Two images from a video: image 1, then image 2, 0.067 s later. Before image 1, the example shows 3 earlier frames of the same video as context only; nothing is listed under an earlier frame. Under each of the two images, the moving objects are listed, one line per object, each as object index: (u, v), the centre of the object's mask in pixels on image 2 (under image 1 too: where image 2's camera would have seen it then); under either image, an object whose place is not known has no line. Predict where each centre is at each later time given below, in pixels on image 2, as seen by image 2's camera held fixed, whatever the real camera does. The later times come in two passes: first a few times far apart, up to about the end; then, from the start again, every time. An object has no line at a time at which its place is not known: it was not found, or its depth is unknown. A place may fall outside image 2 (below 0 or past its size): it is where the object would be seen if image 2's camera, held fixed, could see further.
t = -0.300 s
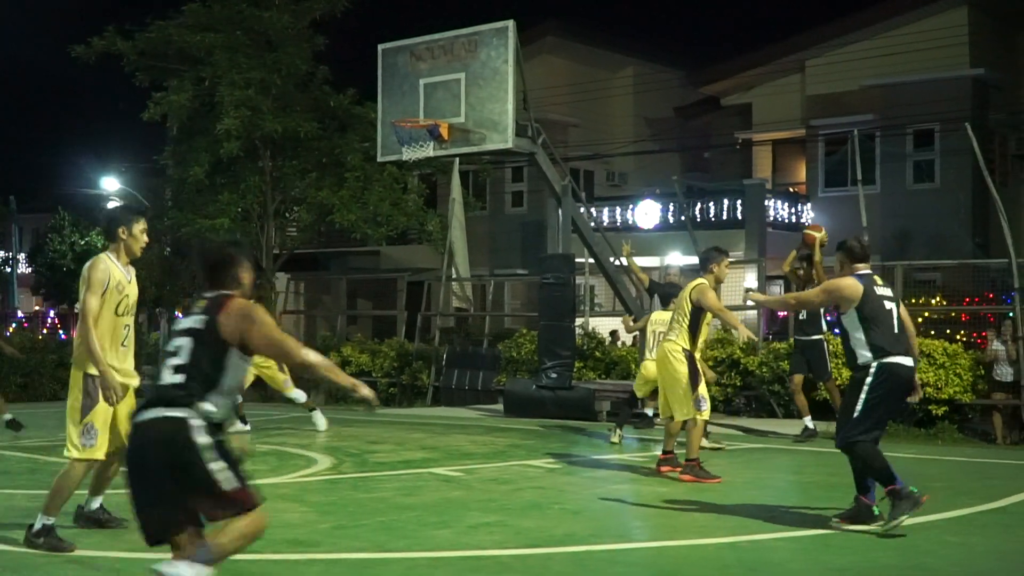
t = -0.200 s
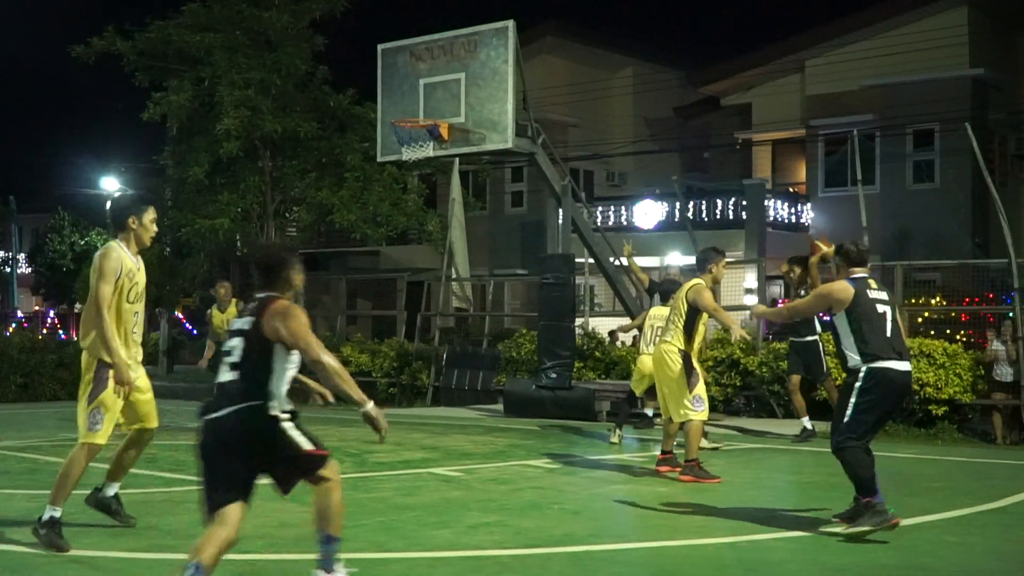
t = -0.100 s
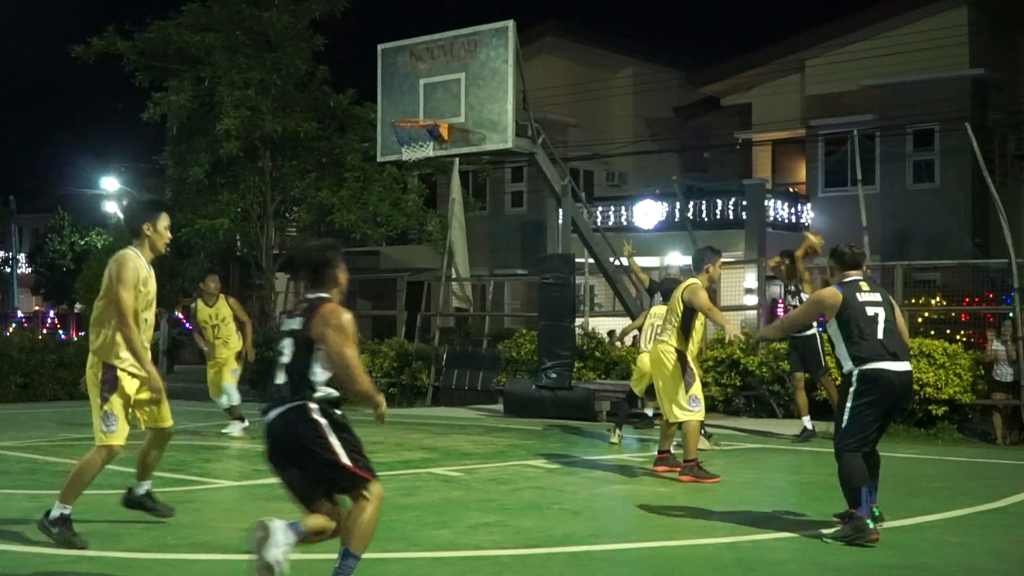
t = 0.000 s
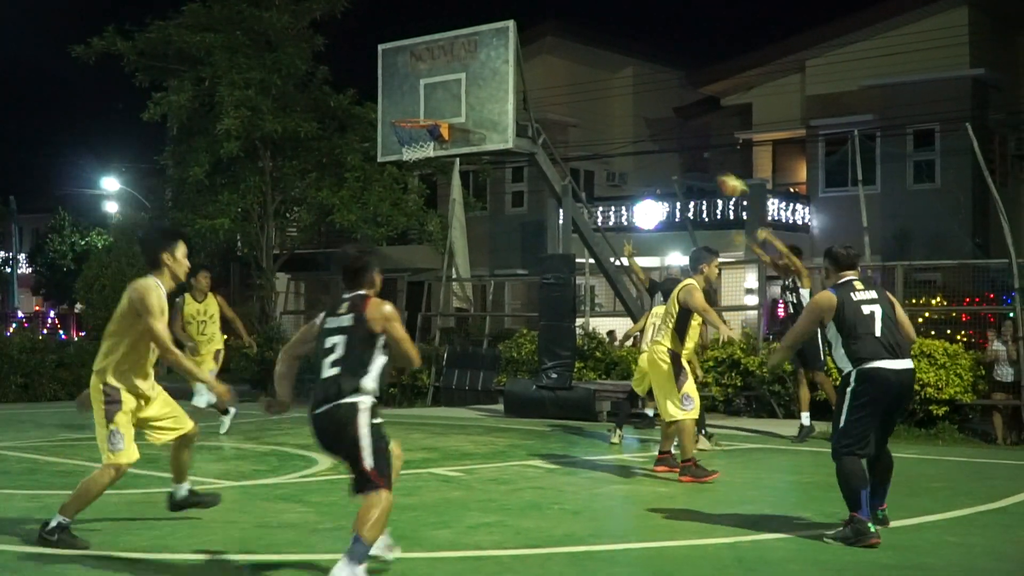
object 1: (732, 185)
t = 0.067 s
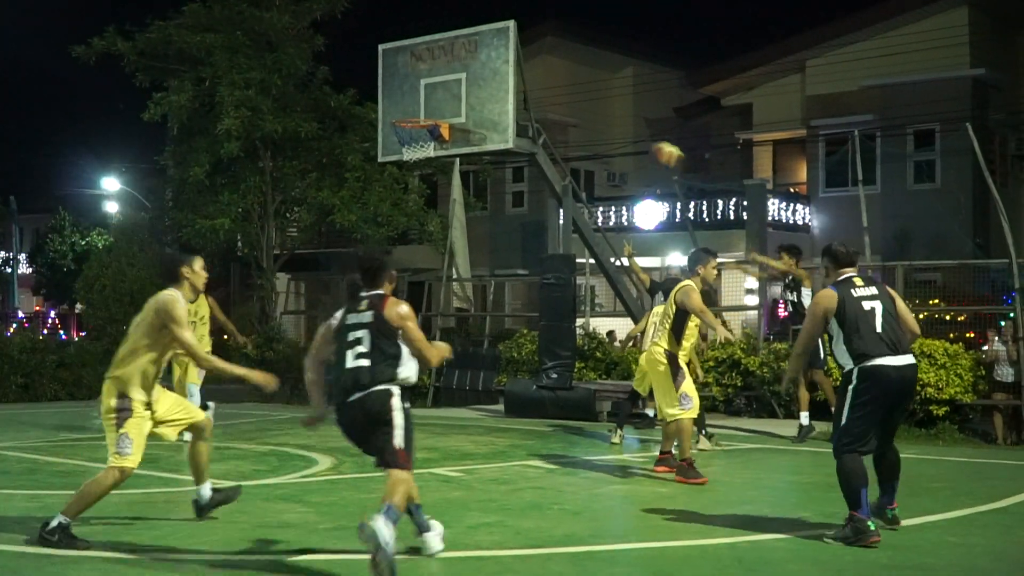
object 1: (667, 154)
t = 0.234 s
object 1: (498, 94)
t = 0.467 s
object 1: (253, 54)
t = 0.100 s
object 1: (635, 139)
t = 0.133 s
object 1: (601, 125)
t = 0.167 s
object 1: (569, 113)
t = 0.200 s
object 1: (535, 102)
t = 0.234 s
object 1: (498, 94)
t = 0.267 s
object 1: (465, 84)
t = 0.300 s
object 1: (433, 75)
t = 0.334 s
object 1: (398, 68)
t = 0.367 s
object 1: (360, 64)
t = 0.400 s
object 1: (324, 60)
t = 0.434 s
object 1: (289, 56)
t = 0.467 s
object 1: (253, 54)
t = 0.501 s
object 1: (218, 53)
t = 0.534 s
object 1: (182, 53)
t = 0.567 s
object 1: (147, 54)
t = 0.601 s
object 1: (112, 55)
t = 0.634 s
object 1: (77, 59)
